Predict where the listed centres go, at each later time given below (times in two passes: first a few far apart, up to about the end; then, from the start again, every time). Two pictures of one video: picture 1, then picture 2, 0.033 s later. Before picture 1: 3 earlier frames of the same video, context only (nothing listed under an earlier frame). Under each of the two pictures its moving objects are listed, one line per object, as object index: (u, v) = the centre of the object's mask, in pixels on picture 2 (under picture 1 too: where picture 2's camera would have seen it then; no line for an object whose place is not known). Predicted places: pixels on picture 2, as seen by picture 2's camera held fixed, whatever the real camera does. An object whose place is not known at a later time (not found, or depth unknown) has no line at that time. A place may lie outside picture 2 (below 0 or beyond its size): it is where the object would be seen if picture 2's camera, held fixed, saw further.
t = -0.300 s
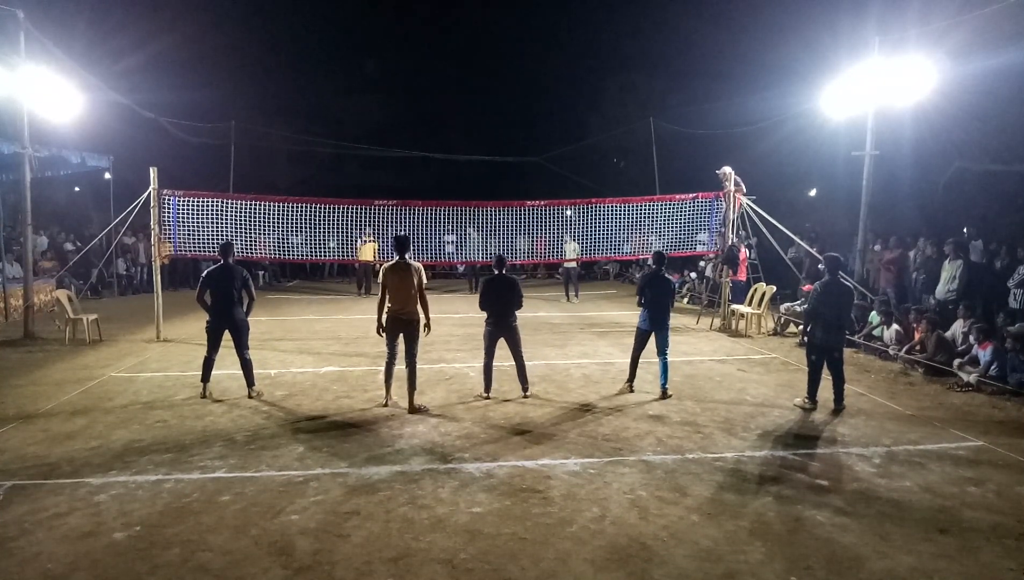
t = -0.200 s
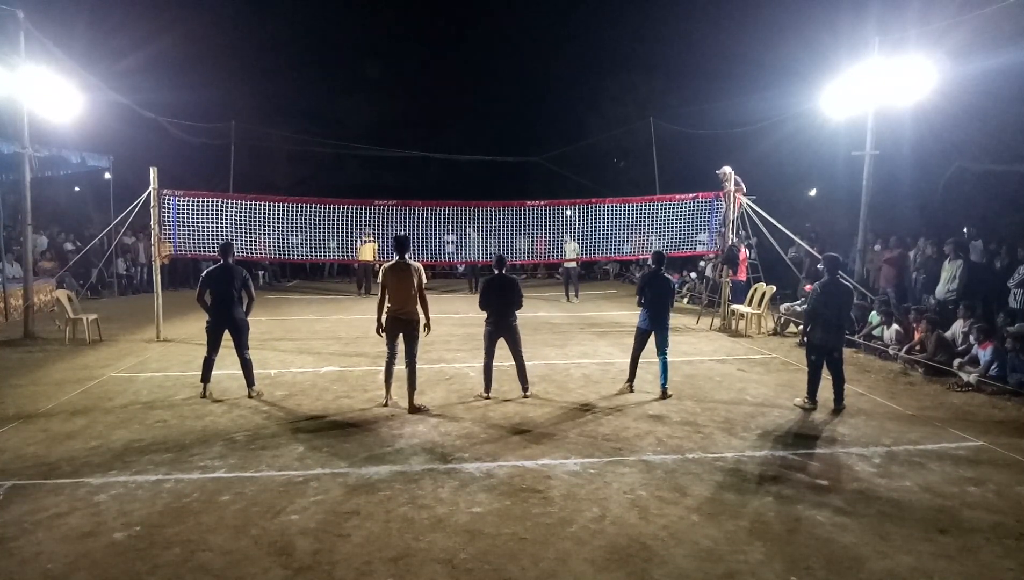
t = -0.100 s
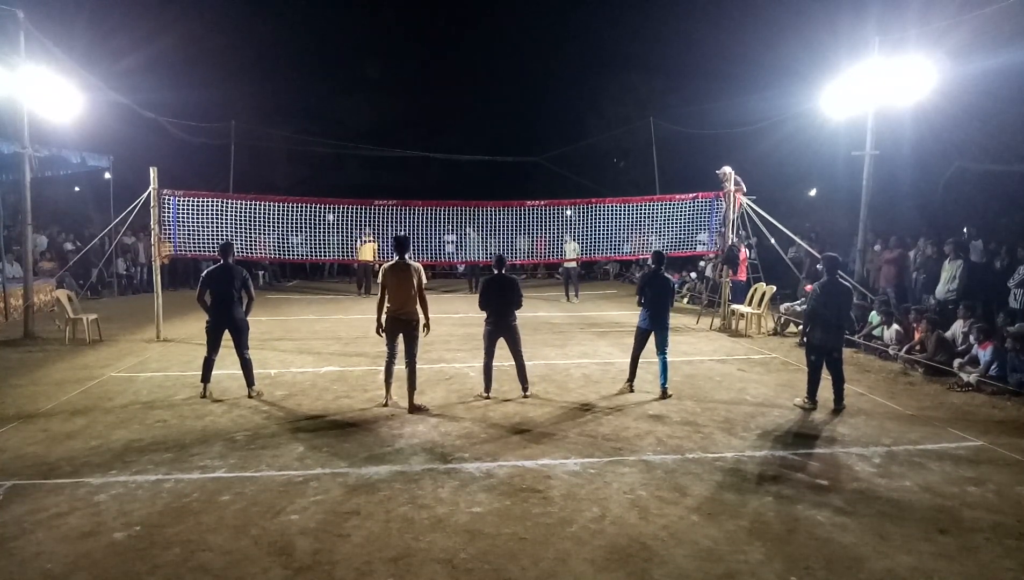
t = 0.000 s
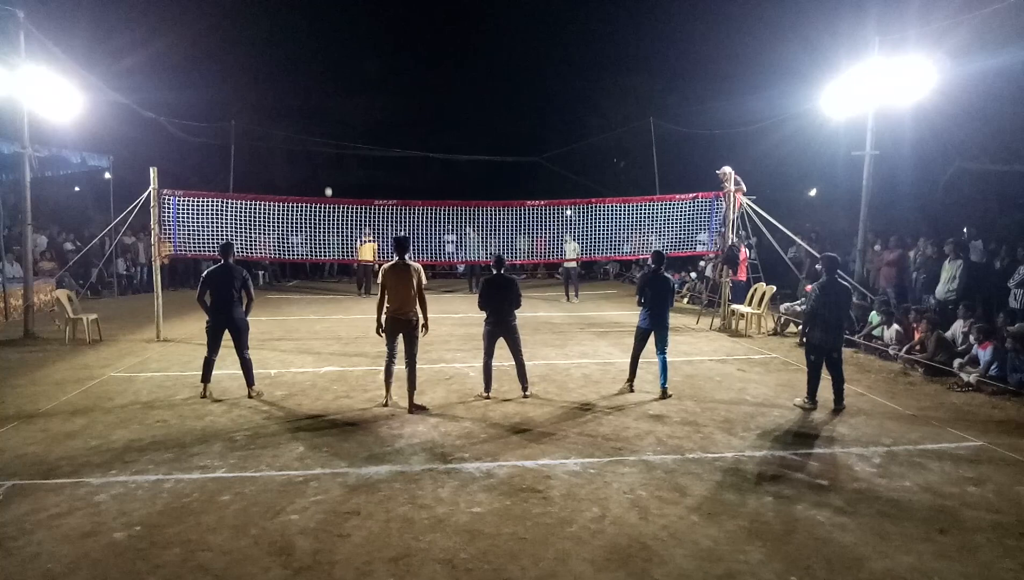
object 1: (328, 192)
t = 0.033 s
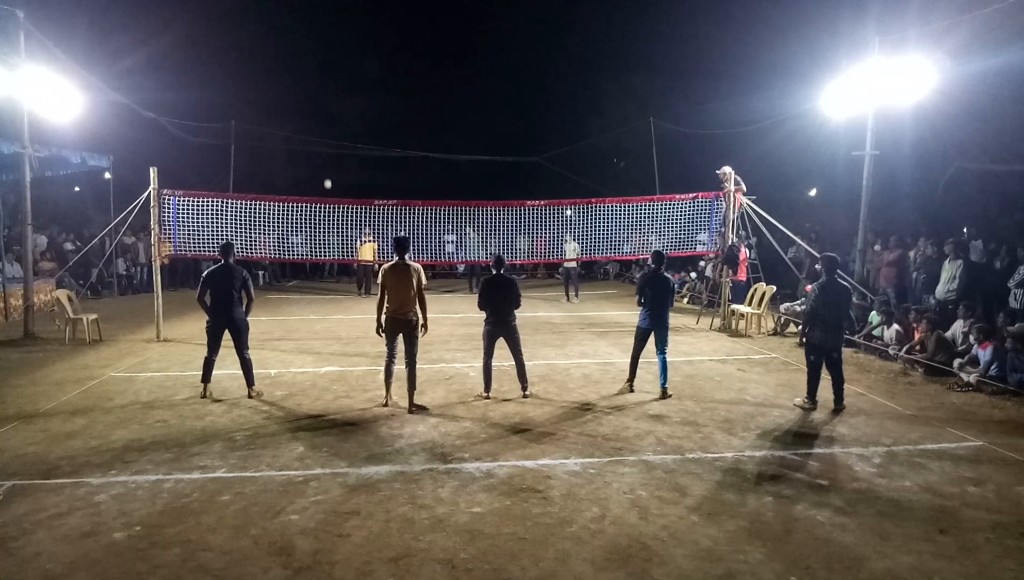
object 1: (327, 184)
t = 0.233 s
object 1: (323, 140)
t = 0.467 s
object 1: (316, 101)
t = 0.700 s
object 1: (311, 83)
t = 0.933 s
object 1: (306, 91)
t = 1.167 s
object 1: (301, 138)
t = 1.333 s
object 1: (298, 201)
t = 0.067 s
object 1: (327, 176)
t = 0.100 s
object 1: (326, 168)
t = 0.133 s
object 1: (325, 161)
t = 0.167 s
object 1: (324, 154)
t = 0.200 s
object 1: (324, 147)
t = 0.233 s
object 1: (323, 140)
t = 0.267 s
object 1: (322, 134)
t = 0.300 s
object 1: (321, 128)
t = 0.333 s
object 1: (320, 122)
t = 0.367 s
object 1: (319, 116)
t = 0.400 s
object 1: (318, 111)
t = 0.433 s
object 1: (317, 106)
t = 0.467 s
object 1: (316, 101)
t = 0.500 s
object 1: (315, 98)
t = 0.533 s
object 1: (314, 93)
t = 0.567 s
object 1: (313, 90)
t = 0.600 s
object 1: (313, 88)
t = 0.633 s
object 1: (312, 86)
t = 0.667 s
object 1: (312, 84)
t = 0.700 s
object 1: (311, 83)
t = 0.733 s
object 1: (311, 82)
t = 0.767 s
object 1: (310, 82)
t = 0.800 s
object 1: (309, 83)
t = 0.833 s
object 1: (309, 83)
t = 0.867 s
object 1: (308, 85)
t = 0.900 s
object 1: (307, 88)
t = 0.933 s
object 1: (306, 91)
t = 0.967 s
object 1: (306, 95)
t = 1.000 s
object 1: (305, 100)
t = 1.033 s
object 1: (304, 105)
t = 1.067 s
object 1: (303, 112)
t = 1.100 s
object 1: (302, 119)
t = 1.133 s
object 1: (301, 128)
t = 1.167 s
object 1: (301, 138)
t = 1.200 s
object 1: (300, 148)
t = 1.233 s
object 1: (299, 160)
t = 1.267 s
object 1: (299, 173)
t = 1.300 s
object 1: (298, 187)
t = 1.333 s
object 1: (298, 201)
